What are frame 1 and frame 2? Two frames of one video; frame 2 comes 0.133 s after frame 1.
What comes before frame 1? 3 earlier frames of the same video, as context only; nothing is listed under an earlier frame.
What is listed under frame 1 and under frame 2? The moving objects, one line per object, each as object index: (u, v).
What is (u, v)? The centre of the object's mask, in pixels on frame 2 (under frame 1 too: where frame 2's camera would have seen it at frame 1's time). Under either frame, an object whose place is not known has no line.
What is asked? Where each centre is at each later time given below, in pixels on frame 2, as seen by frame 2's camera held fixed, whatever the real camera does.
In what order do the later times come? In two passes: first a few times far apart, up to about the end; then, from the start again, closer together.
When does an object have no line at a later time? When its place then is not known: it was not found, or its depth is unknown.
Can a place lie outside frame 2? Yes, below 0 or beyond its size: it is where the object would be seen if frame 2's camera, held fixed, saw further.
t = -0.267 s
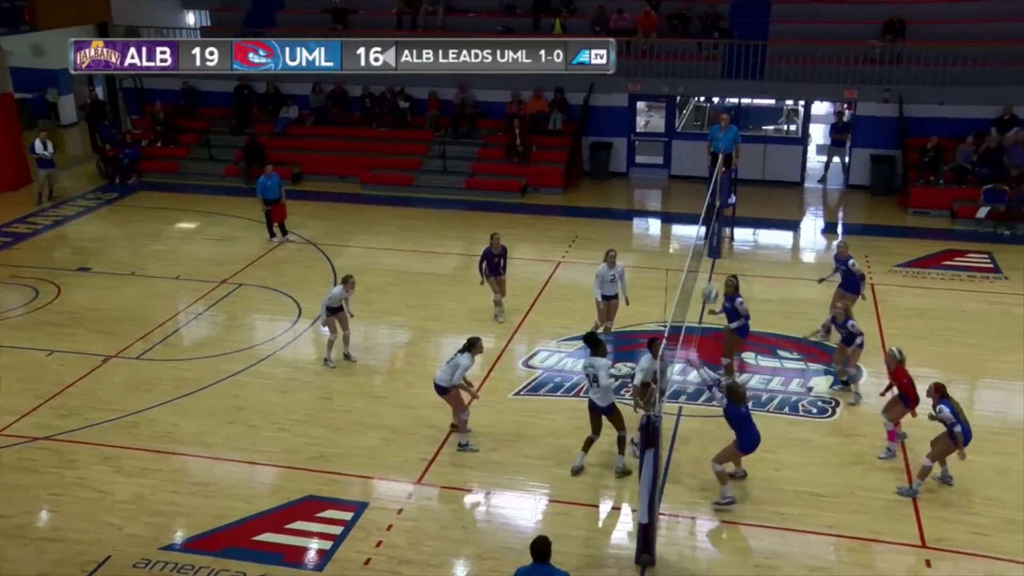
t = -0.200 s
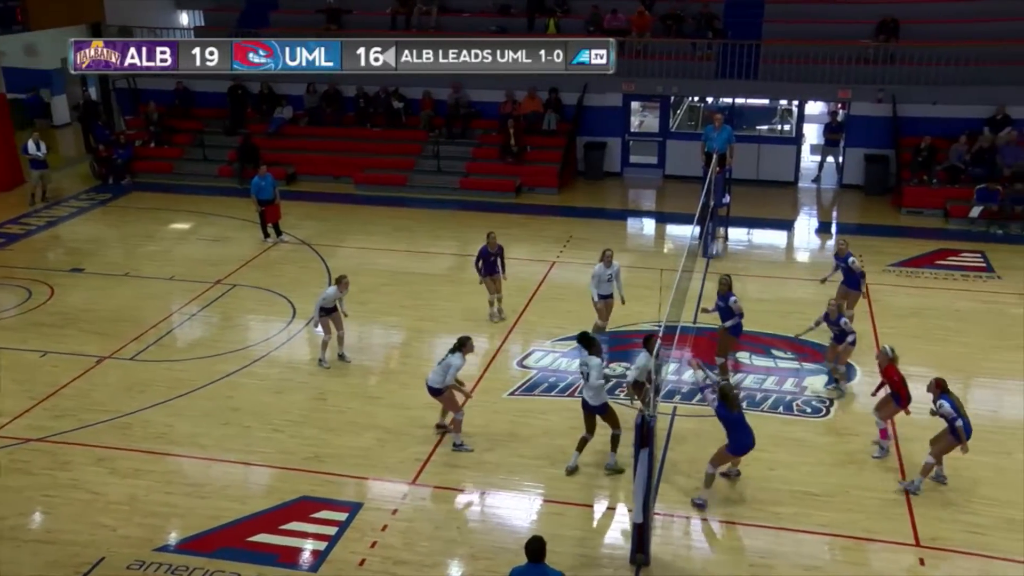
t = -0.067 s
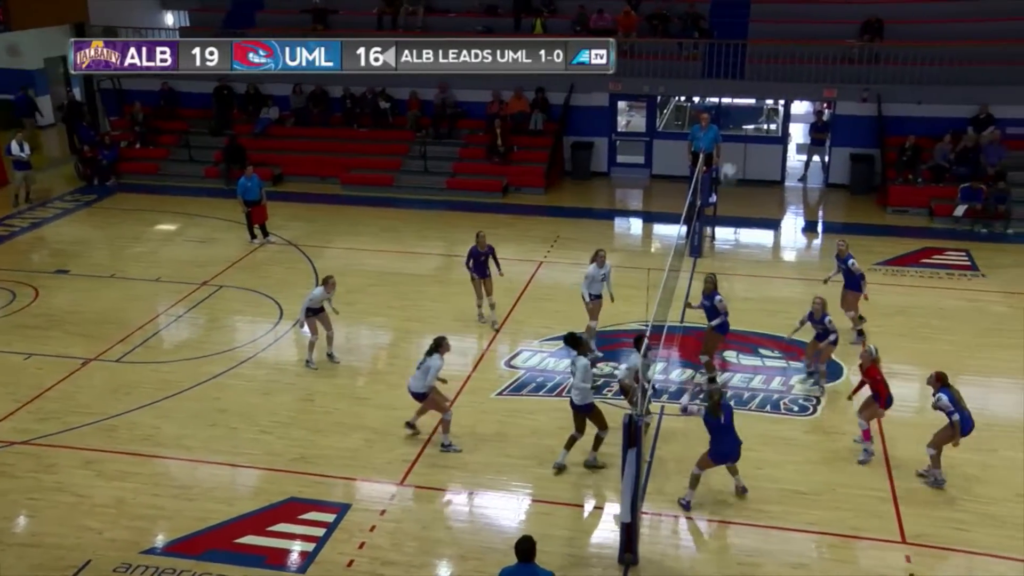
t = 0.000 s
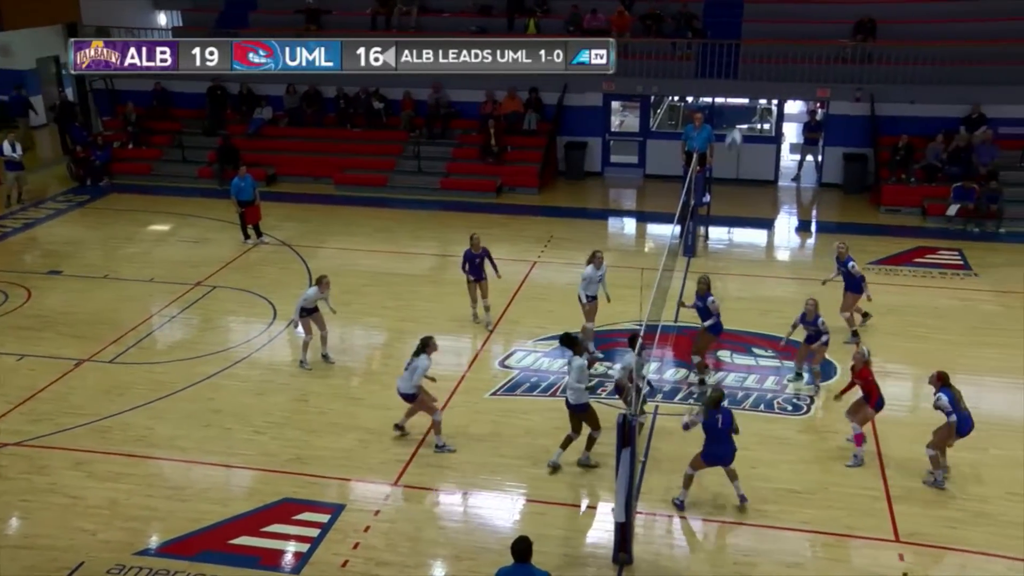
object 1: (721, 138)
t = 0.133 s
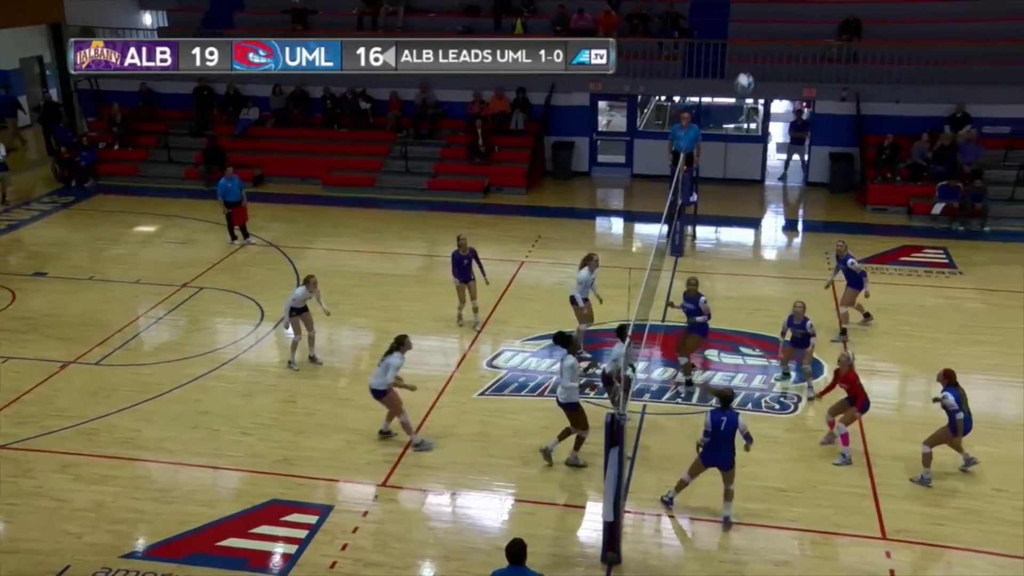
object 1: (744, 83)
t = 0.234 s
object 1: (759, 50)
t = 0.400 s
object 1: (786, 15)
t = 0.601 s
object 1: (812, 8)
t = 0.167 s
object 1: (749, 70)
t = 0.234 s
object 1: (759, 50)
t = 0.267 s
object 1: (765, 41)
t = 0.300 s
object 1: (770, 32)
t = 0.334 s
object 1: (775, 26)
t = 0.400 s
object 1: (786, 15)
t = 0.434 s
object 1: (790, 12)
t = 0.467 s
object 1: (795, 10)
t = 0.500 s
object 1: (800, 8)
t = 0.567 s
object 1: (808, 8)
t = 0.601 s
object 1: (812, 8)
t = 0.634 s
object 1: (817, 10)
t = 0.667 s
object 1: (821, 12)
